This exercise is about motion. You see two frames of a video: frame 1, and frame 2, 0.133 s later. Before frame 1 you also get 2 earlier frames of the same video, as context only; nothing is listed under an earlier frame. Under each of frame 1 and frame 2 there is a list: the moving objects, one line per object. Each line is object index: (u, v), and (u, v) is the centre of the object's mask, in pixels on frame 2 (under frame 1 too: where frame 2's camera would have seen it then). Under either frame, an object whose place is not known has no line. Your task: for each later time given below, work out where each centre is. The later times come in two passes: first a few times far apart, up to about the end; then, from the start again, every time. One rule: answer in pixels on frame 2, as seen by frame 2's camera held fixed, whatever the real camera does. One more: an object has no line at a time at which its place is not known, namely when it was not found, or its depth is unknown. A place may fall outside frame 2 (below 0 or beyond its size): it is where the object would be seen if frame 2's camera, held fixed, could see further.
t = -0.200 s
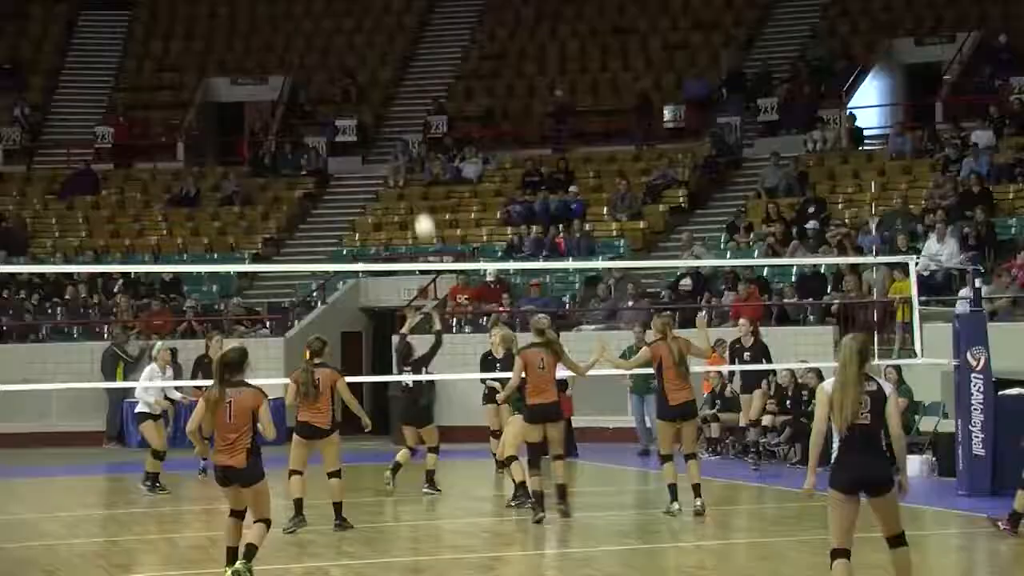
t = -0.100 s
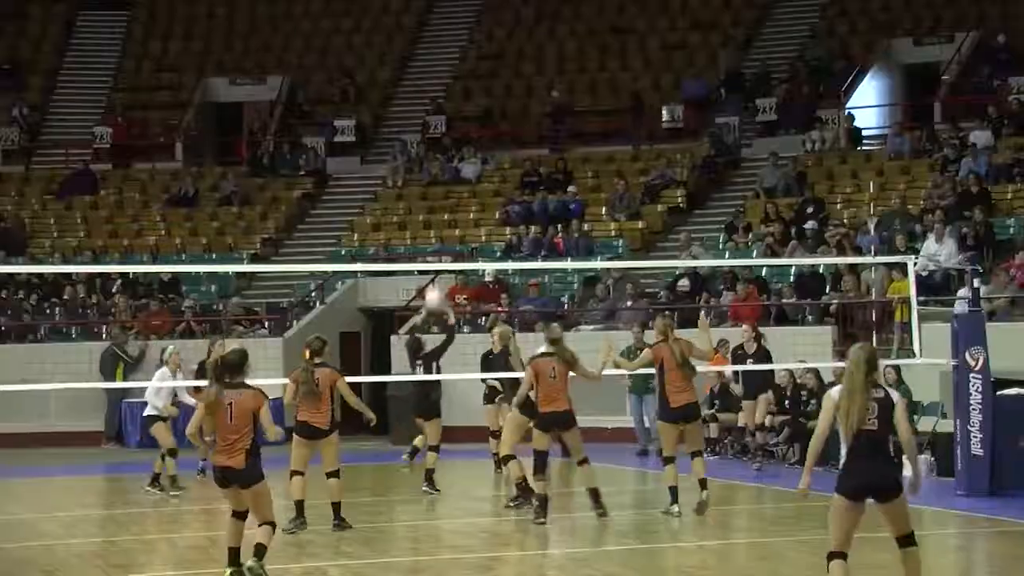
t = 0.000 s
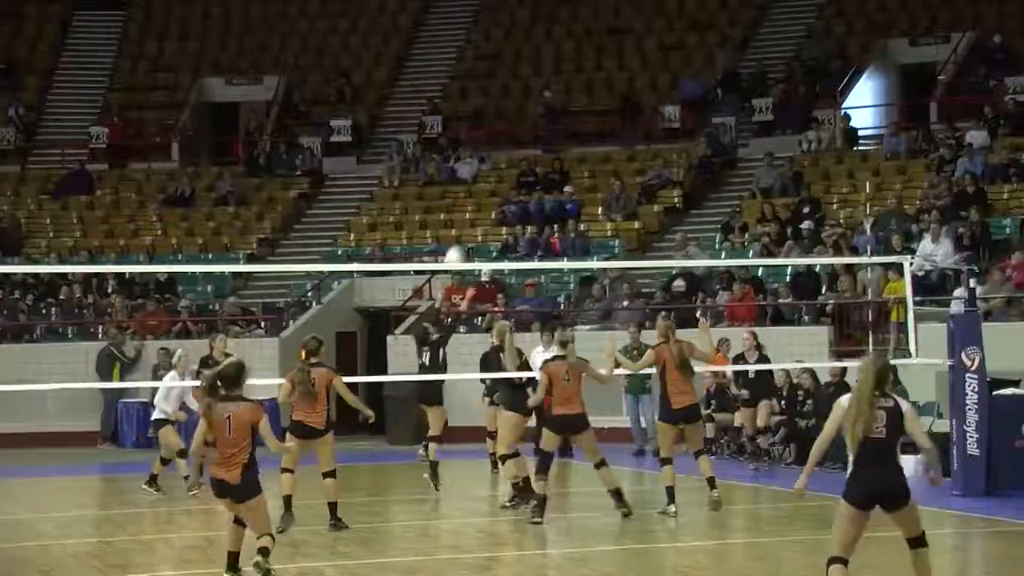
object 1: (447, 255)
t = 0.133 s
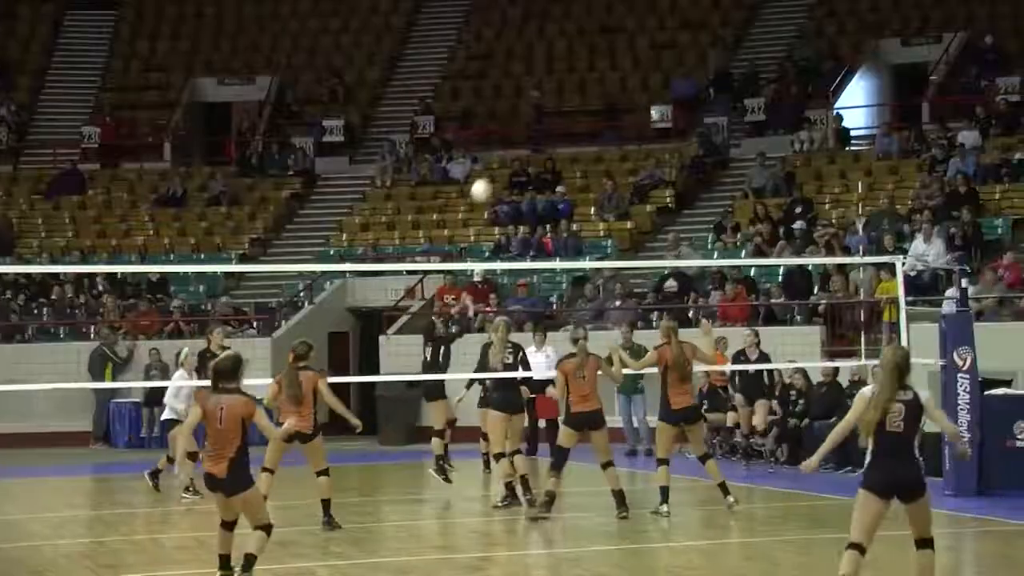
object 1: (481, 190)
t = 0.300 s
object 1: (523, 132)
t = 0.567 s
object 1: (588, 95)
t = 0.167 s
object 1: (489, 177)
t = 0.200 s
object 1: (497, 164)
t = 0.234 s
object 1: (506, 153)
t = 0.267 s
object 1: (514, 142)
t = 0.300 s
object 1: (523, 132)
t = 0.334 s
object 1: (531, 124)
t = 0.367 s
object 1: (539, 117)
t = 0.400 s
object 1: (547, 110)
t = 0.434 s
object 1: (556, 105)
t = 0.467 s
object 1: (564, 101)
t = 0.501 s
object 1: (572, 98)
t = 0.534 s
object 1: (580, 96)
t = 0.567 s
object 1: (588, 95)
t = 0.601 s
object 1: (596, 95)
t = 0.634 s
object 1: (604, 96)
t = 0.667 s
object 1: (612, 98)
